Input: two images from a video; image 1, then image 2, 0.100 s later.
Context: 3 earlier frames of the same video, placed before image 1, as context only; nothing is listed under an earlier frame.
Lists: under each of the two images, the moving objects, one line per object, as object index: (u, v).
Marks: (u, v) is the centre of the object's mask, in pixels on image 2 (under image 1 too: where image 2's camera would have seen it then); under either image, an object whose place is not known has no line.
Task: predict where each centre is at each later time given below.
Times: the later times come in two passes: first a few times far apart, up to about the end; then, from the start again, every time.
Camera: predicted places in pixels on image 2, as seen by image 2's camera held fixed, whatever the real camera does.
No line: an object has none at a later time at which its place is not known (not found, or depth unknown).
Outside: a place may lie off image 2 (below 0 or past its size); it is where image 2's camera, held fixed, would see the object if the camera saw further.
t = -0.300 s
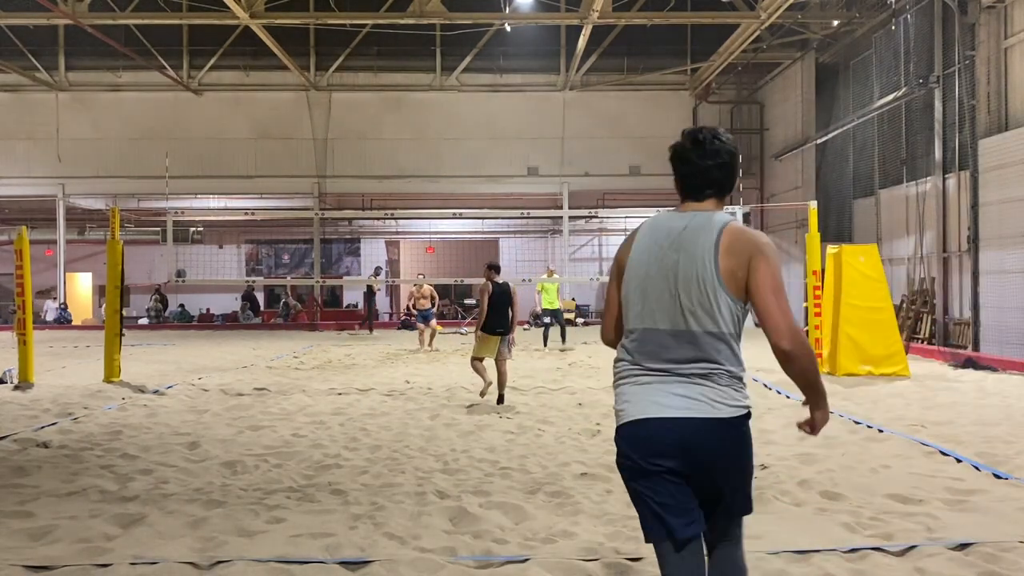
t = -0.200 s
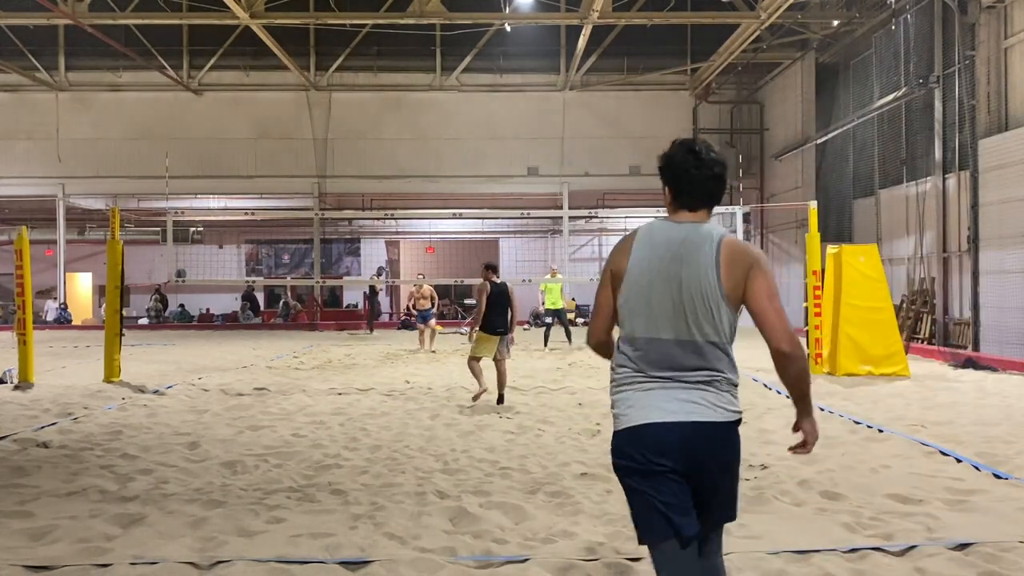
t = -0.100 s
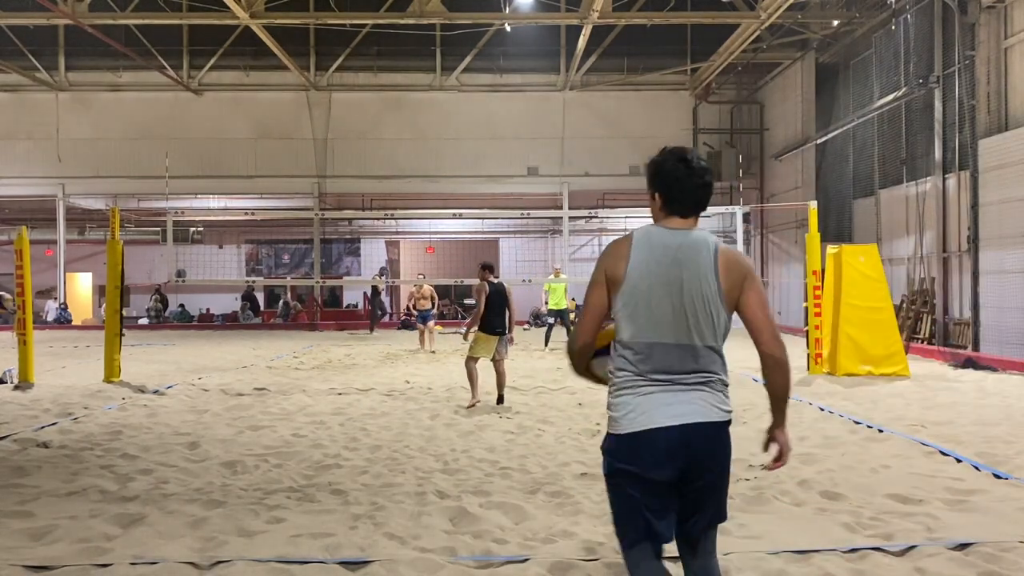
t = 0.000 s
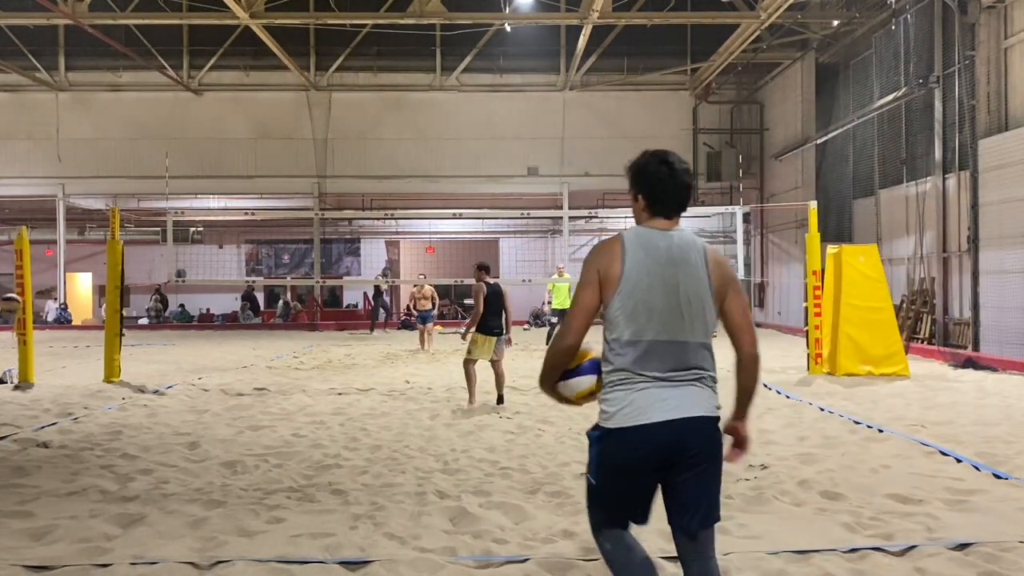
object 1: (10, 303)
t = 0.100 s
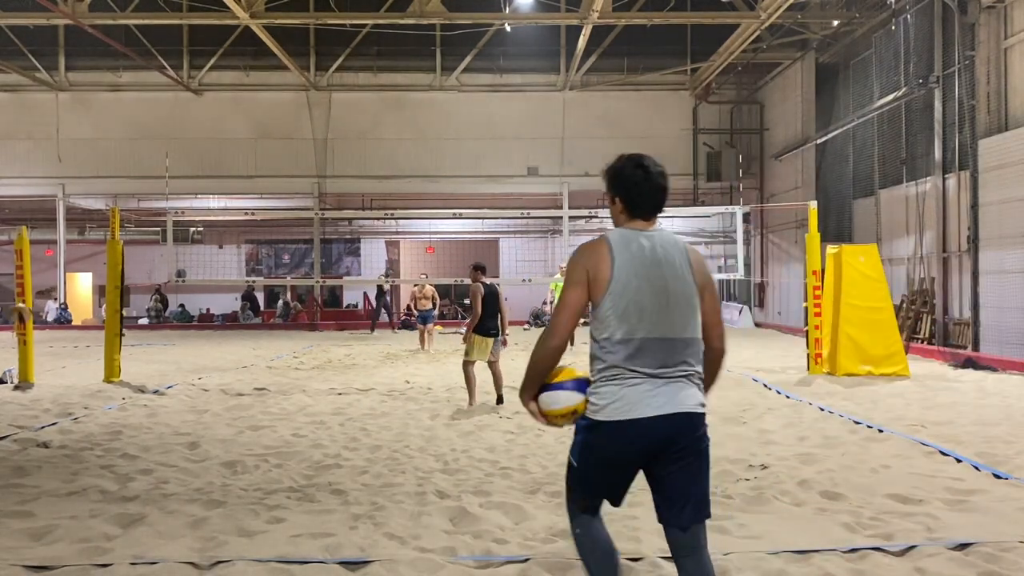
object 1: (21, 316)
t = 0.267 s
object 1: (37, 352)
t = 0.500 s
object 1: (64, 402)
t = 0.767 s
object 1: (110, 409)
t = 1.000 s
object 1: (145, 412)
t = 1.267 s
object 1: (178, 415)
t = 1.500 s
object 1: (202, 410)
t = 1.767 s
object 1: (224, 412)
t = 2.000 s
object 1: (238, 411)
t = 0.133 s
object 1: (23, 319)
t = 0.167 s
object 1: (29, 325)
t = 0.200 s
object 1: (32, 333)
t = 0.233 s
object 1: (34, 343)
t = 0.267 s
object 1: (37, 352)
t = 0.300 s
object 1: (40, 363)
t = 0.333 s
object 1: (43, 374)
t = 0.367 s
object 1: (46, 387)
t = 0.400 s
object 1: (50, 400)
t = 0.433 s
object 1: (53, 410)
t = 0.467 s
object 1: (59, 405)
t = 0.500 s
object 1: (64, 402)
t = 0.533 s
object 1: (71, 399)
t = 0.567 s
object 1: (76, 398)
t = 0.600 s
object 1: (81, 397)
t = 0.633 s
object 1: (88, 397)
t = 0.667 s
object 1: (93, 398)
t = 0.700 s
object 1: (100, 401)
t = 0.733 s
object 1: (105, 404)
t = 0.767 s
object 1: (110, 409)
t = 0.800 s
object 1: (116, 412)
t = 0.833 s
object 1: (121, 412)
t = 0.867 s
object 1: (126, 412)
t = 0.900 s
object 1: (130, 413)
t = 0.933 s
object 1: (135, 413)
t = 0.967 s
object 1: (140, 412)
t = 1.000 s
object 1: (145, 412)
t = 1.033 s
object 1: (149, 412)
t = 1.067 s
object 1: (154, 411)
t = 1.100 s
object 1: (157, 411)
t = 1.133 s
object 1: (161, 413)
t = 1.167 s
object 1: (165, 413)
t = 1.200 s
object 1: (169, 414)
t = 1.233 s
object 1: (174, 414)
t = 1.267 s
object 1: (178, 415)
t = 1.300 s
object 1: (183, 414)
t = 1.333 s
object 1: (186, 413)
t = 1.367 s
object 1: (190, 413)
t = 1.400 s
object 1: (193, 412)
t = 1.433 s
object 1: (196, 412)
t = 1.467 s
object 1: (199, 410)
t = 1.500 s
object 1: (202, 410)
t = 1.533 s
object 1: (205, 411)
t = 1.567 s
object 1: (207, 410)
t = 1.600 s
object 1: (210, 411)
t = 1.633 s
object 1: (213, 411)
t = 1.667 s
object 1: (215, 411)
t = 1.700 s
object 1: (218, 411)
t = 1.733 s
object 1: (221, 411)
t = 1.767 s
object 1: (224, 412)
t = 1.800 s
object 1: (226, 412)
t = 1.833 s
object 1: (229, 412)
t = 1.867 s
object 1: (232, 412)
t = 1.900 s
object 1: (233, 412)
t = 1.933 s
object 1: (235, 412)
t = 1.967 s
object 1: (236, 411)
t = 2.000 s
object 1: (238, 411)
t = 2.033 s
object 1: (239, 411)
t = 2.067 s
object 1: (240, 411)
